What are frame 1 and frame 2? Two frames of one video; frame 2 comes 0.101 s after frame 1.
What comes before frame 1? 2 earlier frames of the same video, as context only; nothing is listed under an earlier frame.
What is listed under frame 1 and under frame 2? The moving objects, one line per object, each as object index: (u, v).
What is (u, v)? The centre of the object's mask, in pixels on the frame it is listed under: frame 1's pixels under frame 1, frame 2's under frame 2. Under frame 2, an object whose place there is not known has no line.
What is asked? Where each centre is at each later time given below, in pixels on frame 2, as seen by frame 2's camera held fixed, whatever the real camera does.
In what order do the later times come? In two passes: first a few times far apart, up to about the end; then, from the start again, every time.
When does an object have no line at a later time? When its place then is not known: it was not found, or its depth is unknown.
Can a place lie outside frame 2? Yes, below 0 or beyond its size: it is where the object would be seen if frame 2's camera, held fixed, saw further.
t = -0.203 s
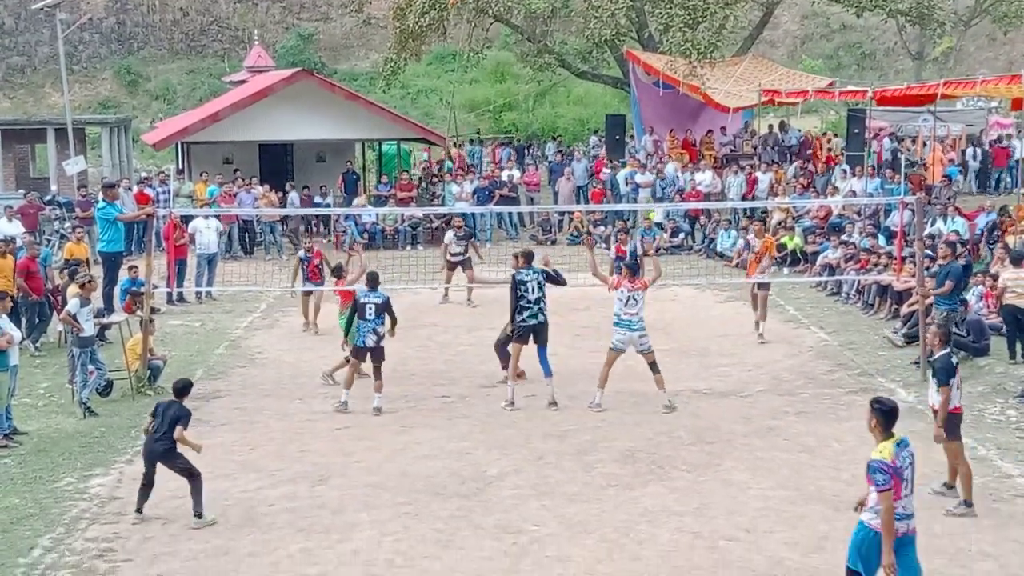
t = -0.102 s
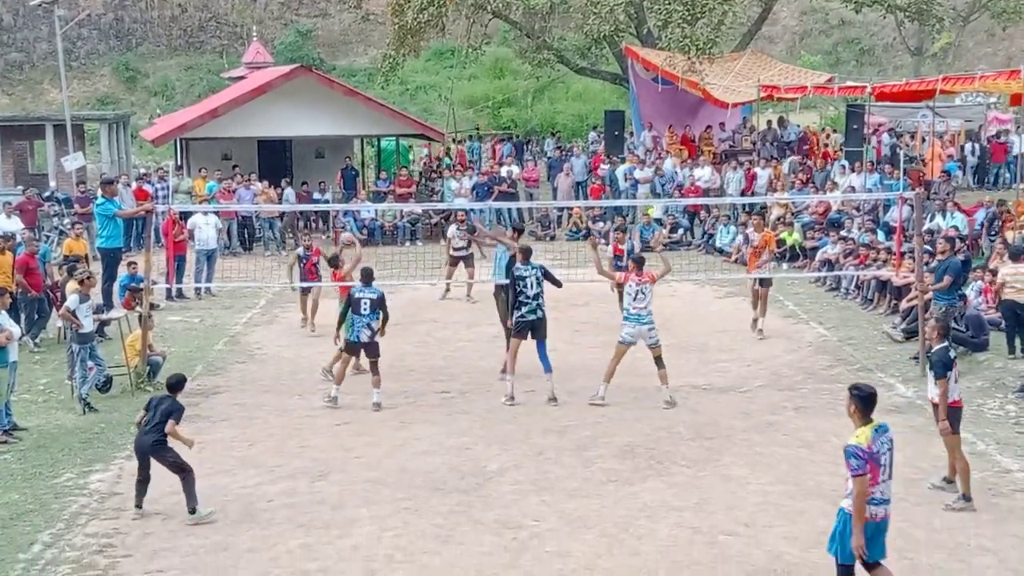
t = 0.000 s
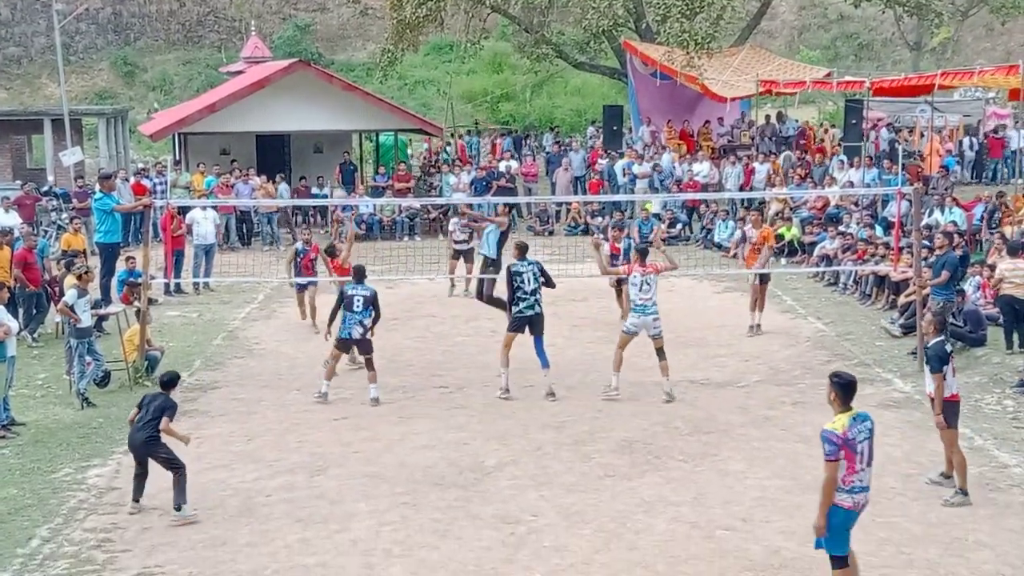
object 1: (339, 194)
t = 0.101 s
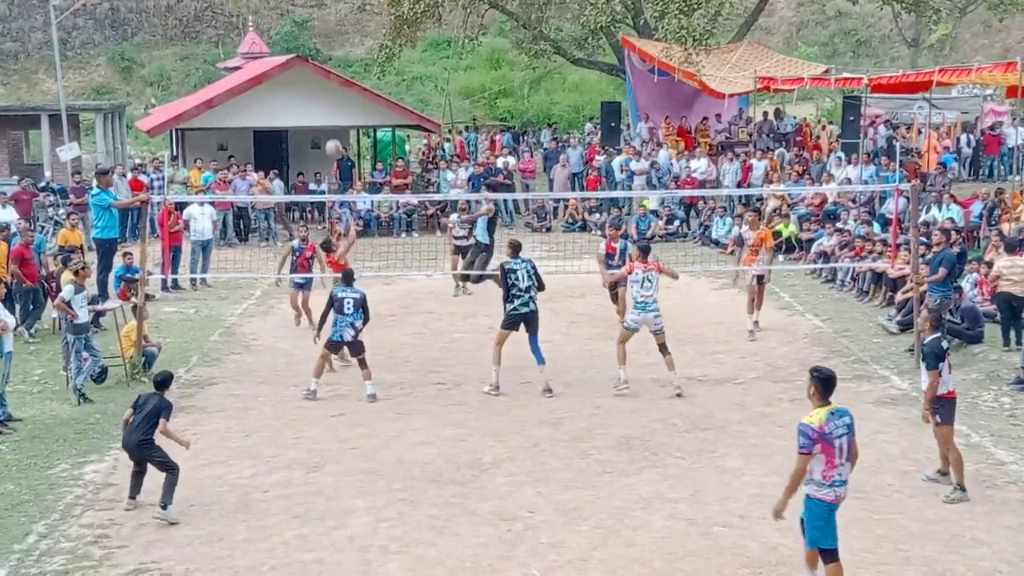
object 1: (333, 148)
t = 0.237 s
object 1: (329, 99)
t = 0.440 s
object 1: (322, 54)
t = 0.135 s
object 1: (332, 135)
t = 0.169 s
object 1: (331, 123)
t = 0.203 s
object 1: (330, 111)
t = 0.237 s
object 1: (329, 99)
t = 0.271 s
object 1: (327, 89)
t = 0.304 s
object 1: (327, 80)
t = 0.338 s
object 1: (325, 73)
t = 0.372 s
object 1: (324, 65)
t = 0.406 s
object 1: (323, 58)
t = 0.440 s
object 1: (322, 54)
